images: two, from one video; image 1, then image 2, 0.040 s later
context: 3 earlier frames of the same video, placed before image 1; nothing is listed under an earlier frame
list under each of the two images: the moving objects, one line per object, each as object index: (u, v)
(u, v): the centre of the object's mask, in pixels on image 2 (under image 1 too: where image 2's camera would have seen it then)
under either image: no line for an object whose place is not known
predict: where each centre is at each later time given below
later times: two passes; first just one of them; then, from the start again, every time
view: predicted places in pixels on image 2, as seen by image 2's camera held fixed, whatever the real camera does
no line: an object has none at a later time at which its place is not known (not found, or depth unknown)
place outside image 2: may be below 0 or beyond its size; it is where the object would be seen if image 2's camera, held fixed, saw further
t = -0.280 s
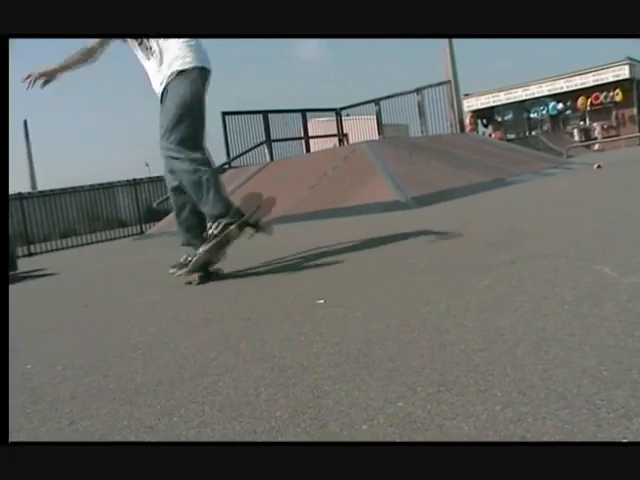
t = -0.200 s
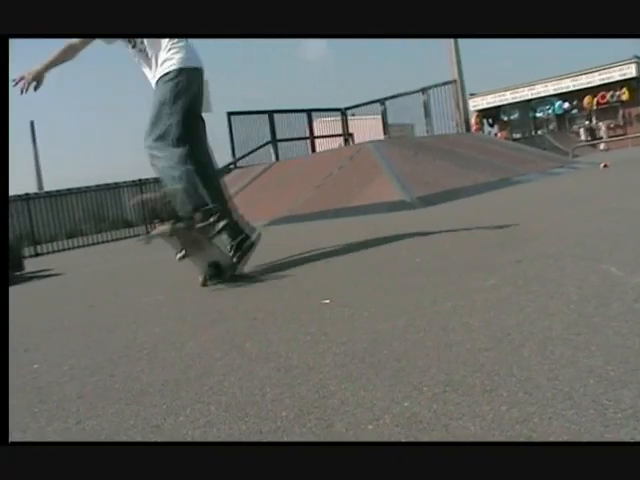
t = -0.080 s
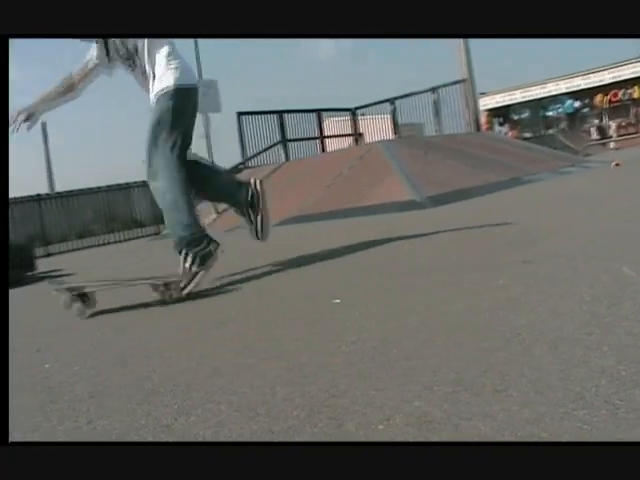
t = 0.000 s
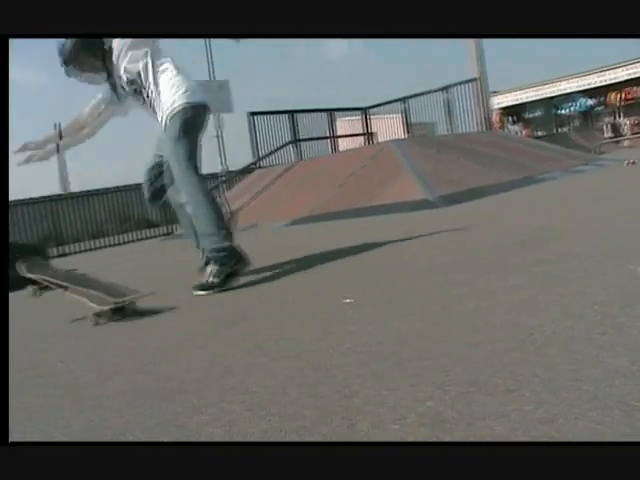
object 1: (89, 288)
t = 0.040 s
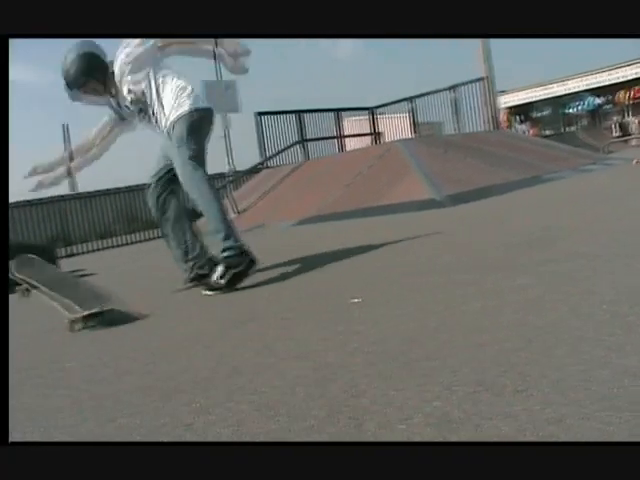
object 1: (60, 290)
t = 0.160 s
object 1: (-1, 305)
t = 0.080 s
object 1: (38, 294)
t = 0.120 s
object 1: (17, 300)
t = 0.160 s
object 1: (-1, 305)
